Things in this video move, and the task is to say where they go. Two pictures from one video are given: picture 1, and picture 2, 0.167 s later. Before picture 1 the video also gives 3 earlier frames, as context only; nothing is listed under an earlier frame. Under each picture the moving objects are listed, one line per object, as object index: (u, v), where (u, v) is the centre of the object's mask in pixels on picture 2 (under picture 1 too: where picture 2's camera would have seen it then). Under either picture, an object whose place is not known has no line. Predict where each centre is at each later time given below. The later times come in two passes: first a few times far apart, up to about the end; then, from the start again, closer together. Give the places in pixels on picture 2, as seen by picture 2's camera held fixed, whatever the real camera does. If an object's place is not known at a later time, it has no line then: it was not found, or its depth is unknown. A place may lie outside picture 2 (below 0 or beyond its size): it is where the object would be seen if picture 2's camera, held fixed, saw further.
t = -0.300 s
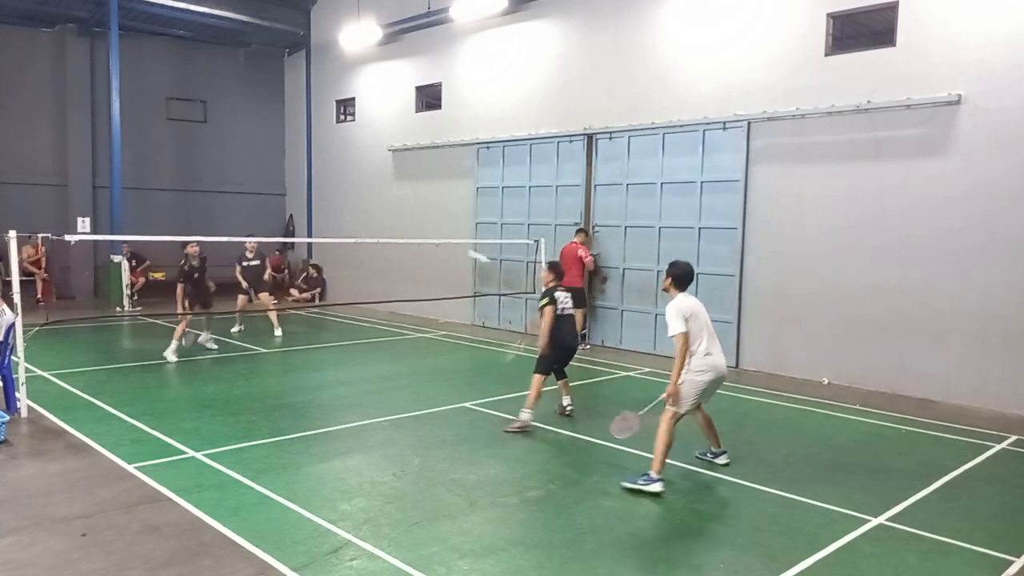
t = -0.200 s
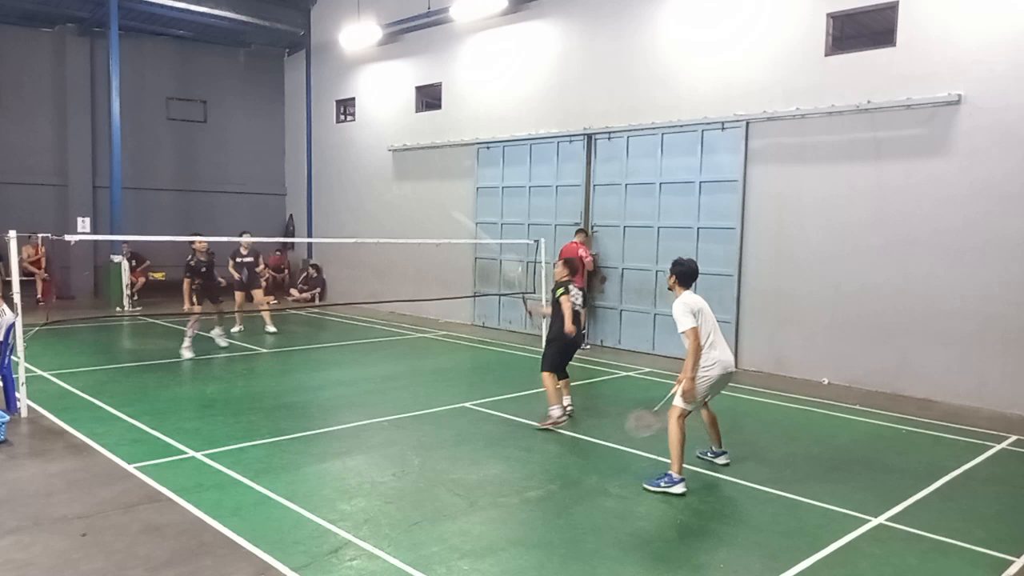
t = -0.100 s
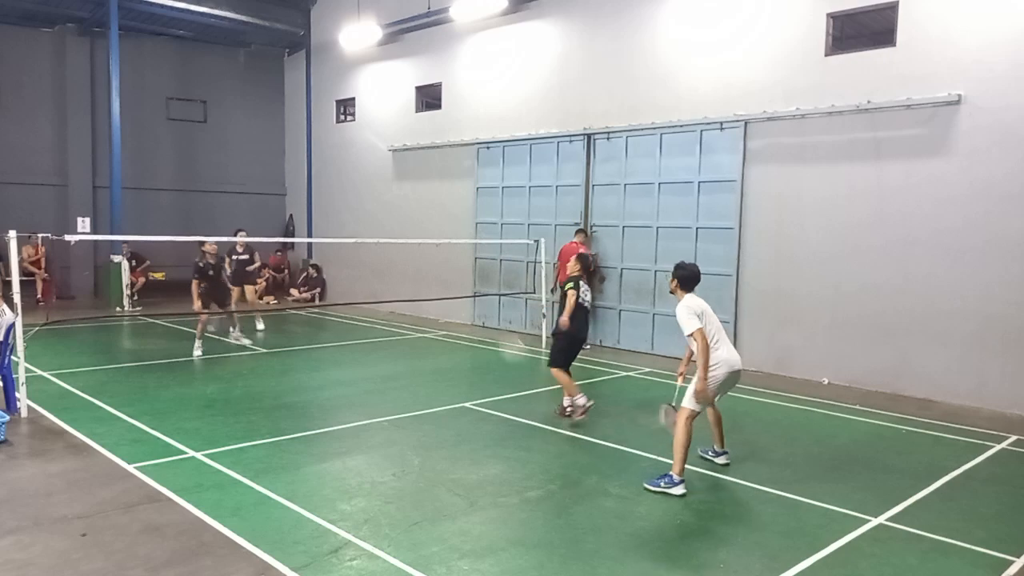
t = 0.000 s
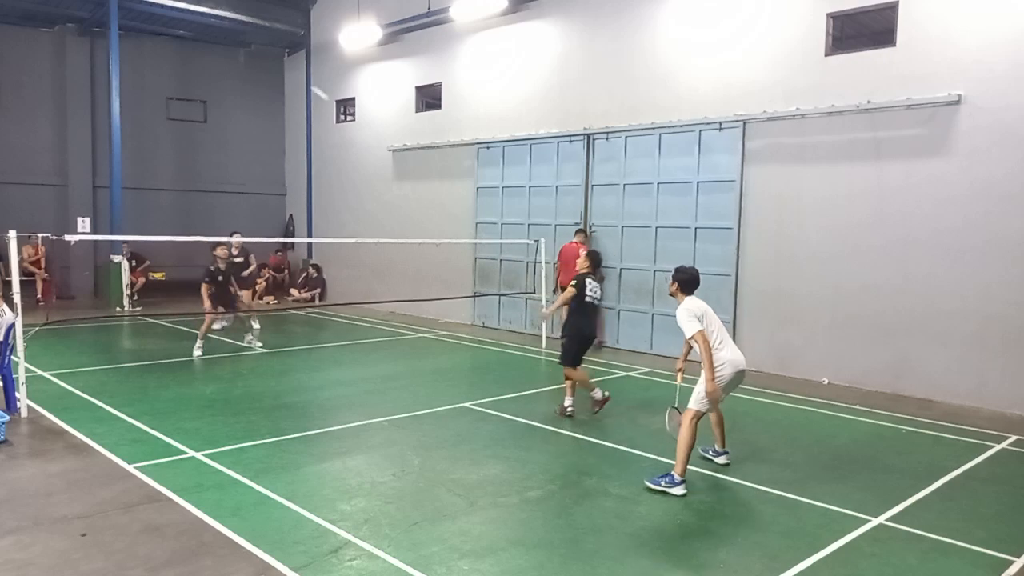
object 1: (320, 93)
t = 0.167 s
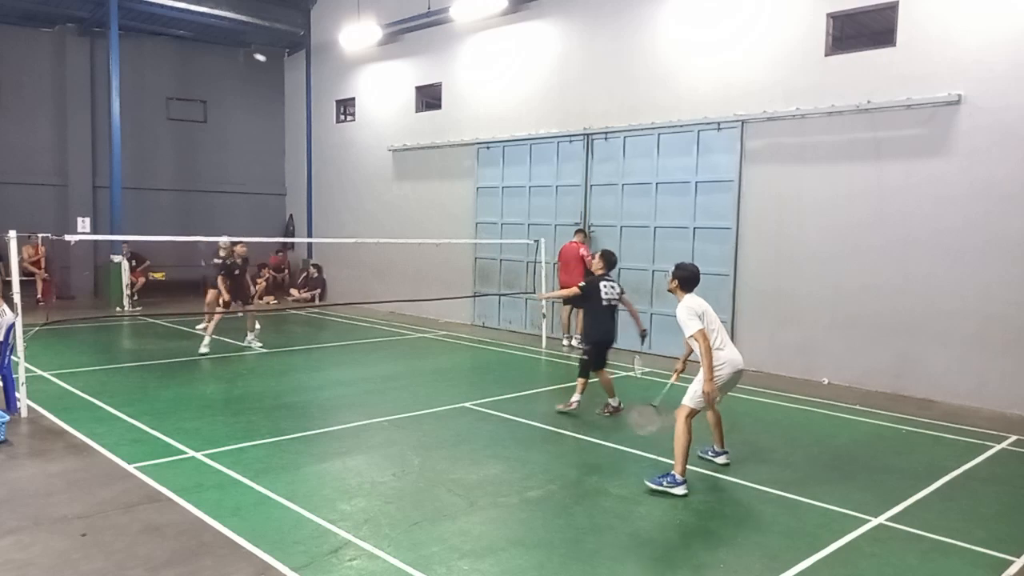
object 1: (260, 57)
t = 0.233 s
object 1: (243, 52)
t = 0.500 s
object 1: (193, 66)
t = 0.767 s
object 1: (163, 119)
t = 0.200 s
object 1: (250, 54)
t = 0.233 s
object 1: (243, 52)
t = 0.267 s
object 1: (234, 51)
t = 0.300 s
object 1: (227, 51)
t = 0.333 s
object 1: (221, 52)
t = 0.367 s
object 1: (214, 53)
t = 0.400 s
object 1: (208, 55)
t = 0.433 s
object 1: (203, 58)
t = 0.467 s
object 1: (198, 62)
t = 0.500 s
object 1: (193, 66)
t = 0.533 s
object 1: (188, 71)
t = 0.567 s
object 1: (184, 76)
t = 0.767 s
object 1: (163, 119)
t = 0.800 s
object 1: (160, 128)
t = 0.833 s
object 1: (157, 137)
